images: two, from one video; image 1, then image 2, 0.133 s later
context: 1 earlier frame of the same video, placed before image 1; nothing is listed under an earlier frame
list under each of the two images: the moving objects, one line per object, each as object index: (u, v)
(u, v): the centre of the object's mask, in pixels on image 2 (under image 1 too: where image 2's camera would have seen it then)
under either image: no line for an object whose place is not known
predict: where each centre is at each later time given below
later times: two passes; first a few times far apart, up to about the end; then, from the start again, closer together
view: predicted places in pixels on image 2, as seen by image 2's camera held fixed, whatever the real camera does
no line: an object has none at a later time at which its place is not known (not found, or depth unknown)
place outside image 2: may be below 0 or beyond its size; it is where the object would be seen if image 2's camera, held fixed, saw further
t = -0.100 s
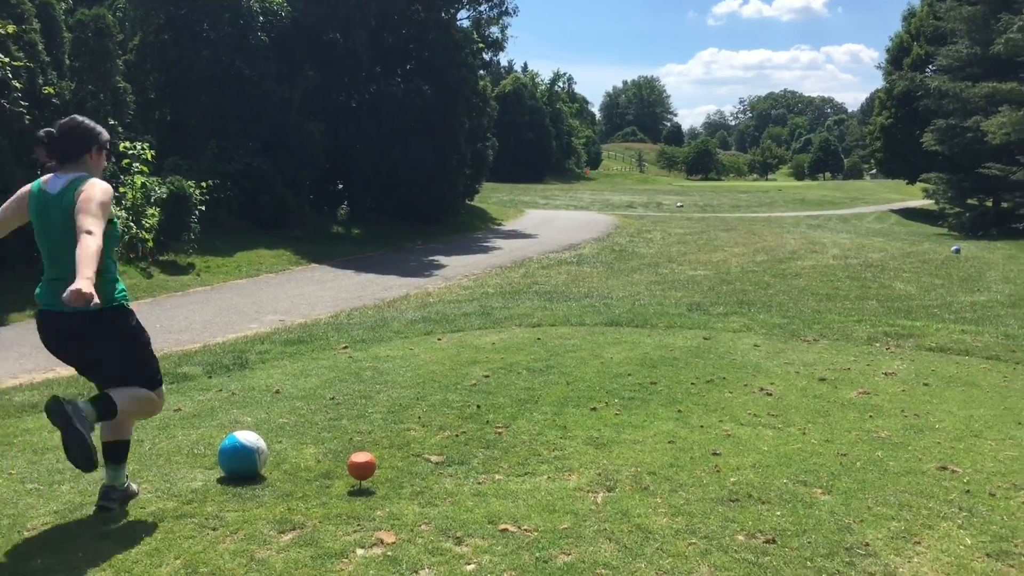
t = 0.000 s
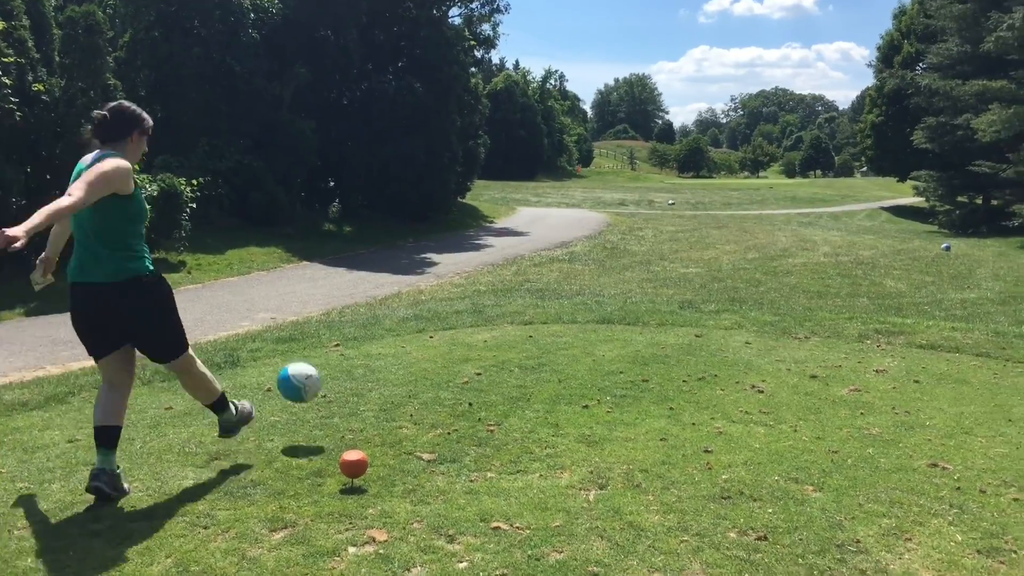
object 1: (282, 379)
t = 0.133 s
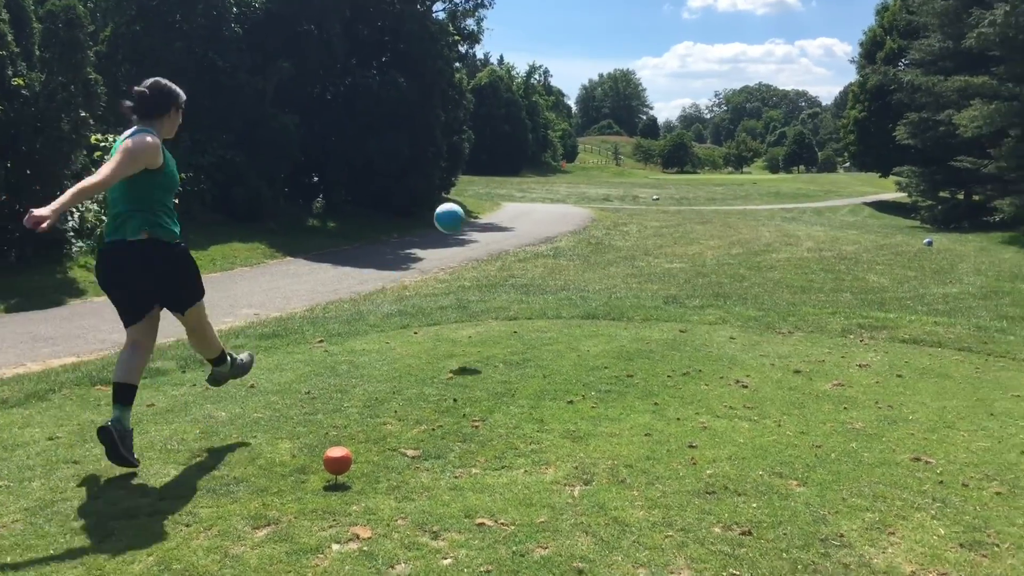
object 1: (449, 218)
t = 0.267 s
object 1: (544, 141)
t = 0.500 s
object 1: (642, 89)
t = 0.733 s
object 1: (703, 86)
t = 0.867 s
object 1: (727, 96)
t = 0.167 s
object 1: (477, 193)
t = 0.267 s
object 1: (544, 141)
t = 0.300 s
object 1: (561, 129)
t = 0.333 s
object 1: (578, 118)
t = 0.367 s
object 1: (592, 110)
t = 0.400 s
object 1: (606, 103)
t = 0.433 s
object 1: (619, 96)
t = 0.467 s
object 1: (630, 92)
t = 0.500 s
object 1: (642, 89)
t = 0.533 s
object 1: (652, 87)
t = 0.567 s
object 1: (662, 84)
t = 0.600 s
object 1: (671, 83)
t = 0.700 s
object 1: (695, 84)
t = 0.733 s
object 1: (703, 86)
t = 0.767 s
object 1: (710, 89)
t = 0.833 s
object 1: (722, 94)
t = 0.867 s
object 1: (727, 96)
